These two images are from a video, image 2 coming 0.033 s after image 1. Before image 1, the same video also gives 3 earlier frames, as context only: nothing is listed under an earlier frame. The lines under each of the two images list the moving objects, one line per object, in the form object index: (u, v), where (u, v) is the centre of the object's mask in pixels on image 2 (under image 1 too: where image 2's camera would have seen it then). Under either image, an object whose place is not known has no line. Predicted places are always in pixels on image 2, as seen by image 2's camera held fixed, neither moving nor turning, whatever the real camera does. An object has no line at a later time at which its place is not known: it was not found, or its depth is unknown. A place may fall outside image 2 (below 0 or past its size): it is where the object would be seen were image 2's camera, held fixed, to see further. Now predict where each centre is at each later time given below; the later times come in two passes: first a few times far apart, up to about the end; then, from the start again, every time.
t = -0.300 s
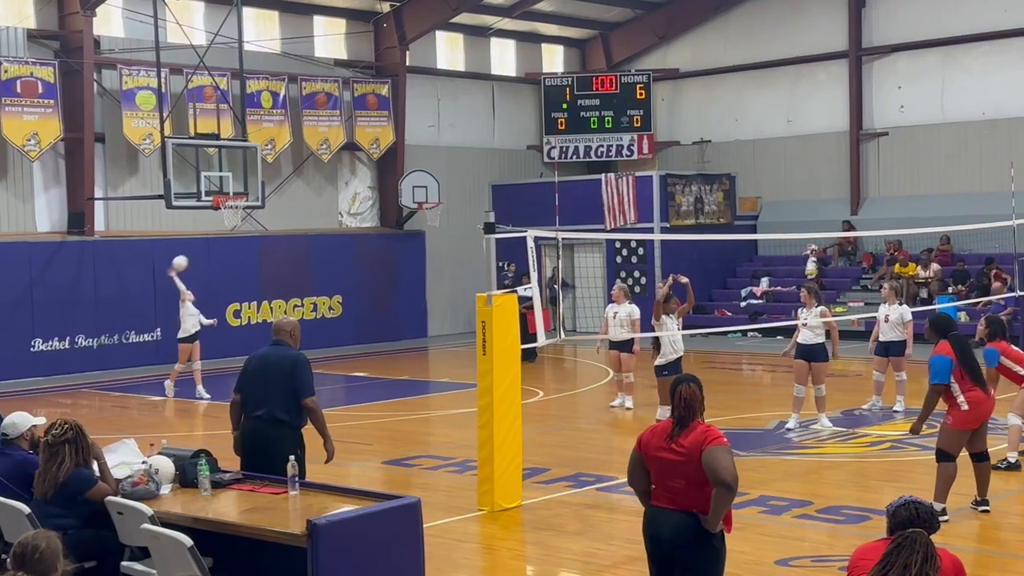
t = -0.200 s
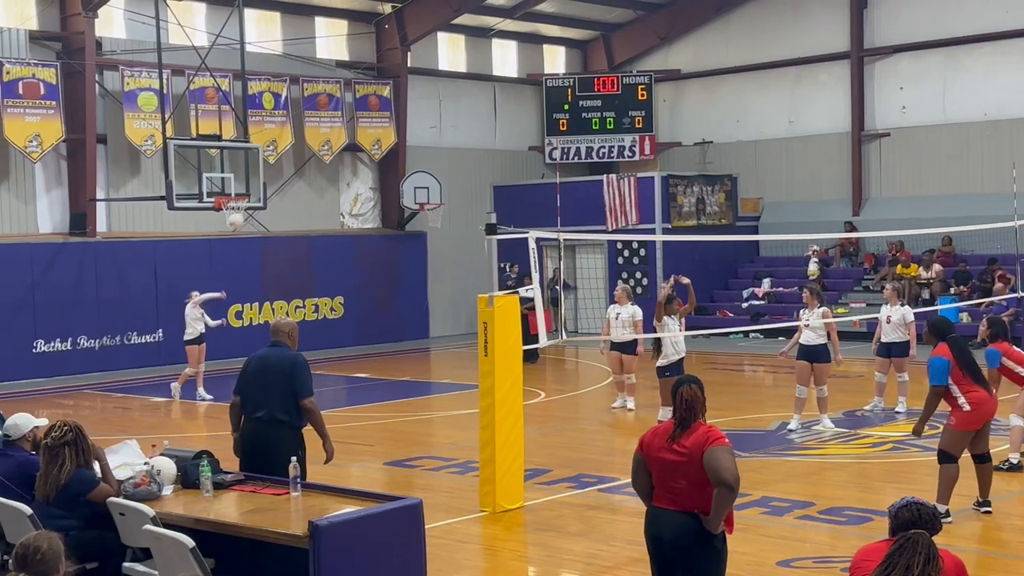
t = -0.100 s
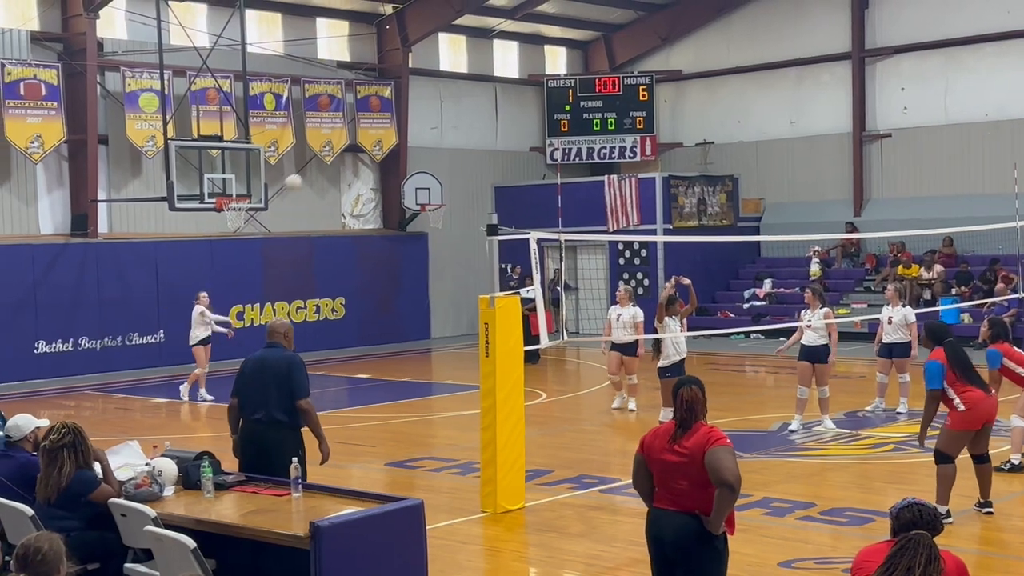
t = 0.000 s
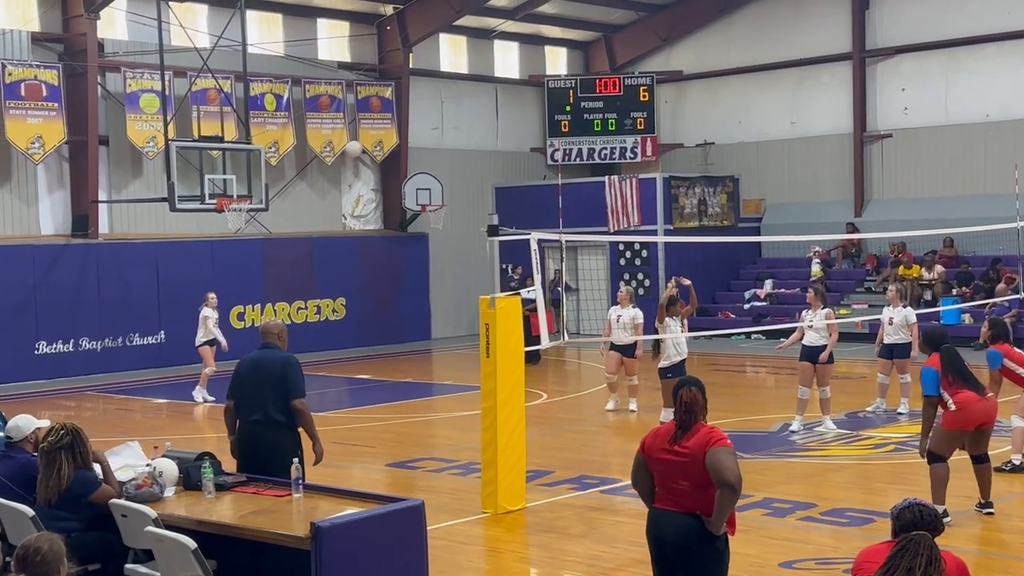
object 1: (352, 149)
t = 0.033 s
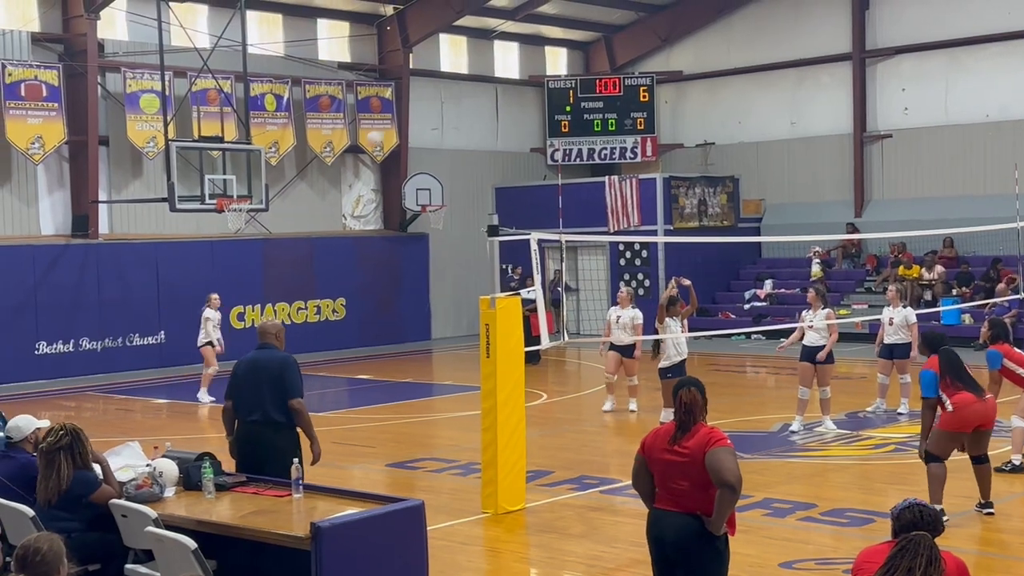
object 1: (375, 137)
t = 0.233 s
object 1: (507, 94)
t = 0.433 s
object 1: (660, 75)
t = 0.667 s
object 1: (874, 96)
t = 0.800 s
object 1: (1021, 137)
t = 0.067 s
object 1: (395, 129)
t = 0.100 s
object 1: (415, 122)
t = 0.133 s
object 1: (438, 114)
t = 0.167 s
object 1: (460, 107)
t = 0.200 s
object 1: (483, 100)
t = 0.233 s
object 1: (507, 94)
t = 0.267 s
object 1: (531, 90)
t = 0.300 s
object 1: (555, 86)
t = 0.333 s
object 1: (580, 82)
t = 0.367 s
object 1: (605, 79)
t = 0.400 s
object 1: (633, 78)
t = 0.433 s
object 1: (660, 75)
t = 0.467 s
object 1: (688, 75)
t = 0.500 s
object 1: (717, 76)
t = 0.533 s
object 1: (747, 78)
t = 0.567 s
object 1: (778, 82)
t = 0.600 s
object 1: (809, 85)
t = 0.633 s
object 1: (842, 91)
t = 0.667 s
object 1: (874, 96)
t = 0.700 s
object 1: (909, 104)
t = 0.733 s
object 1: (946, 114)
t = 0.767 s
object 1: (983, 123)
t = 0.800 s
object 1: (1021, 137)
